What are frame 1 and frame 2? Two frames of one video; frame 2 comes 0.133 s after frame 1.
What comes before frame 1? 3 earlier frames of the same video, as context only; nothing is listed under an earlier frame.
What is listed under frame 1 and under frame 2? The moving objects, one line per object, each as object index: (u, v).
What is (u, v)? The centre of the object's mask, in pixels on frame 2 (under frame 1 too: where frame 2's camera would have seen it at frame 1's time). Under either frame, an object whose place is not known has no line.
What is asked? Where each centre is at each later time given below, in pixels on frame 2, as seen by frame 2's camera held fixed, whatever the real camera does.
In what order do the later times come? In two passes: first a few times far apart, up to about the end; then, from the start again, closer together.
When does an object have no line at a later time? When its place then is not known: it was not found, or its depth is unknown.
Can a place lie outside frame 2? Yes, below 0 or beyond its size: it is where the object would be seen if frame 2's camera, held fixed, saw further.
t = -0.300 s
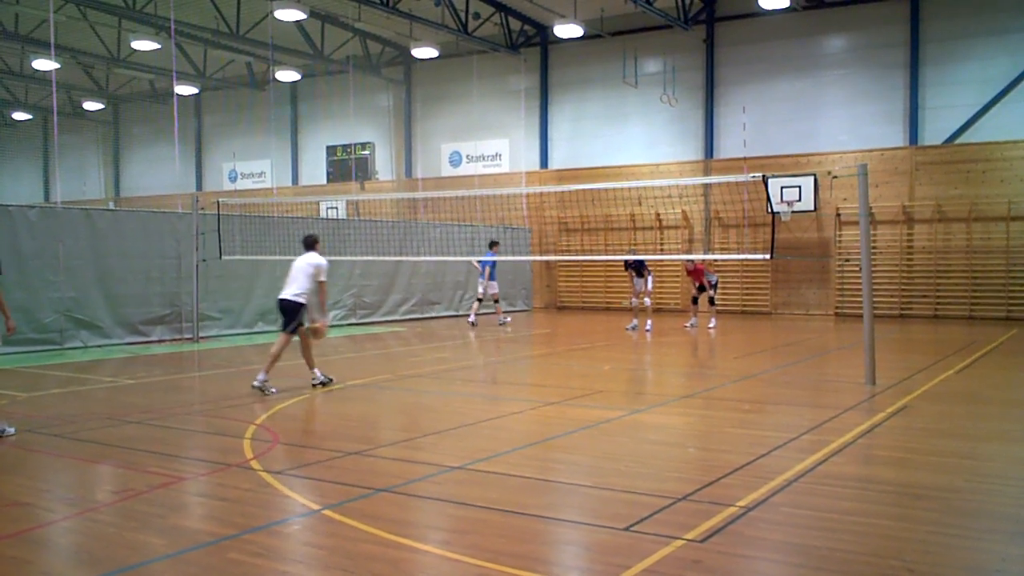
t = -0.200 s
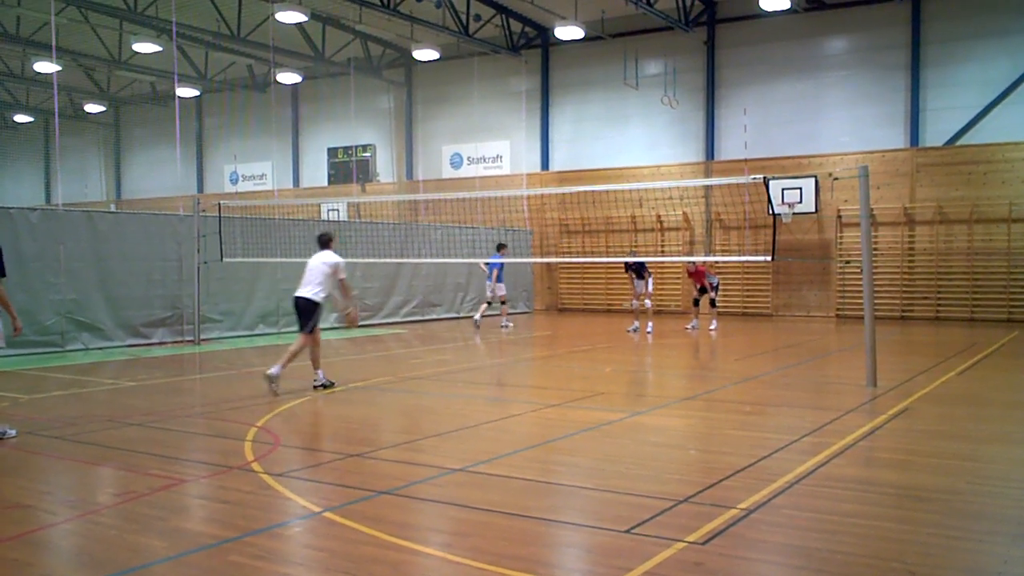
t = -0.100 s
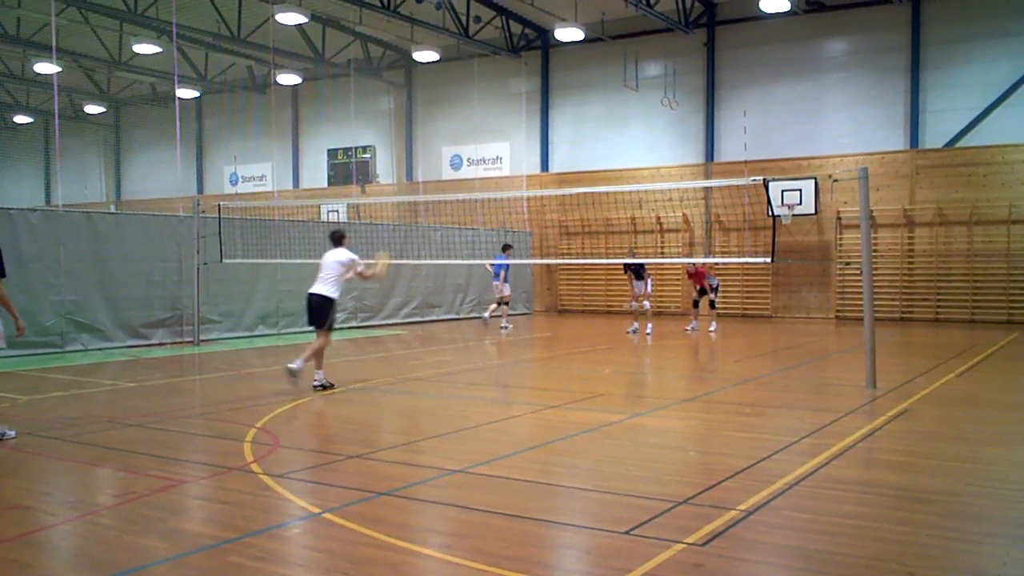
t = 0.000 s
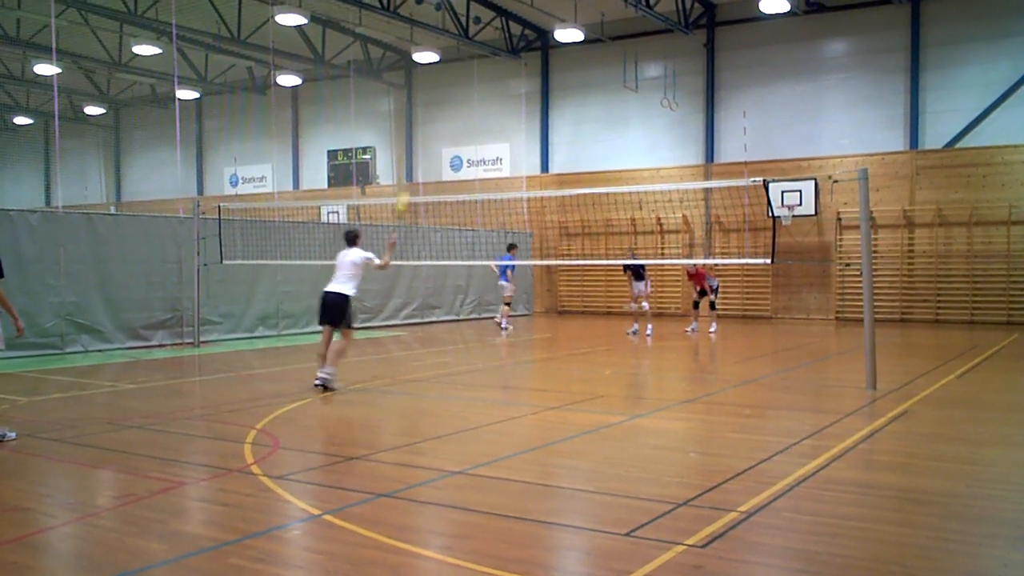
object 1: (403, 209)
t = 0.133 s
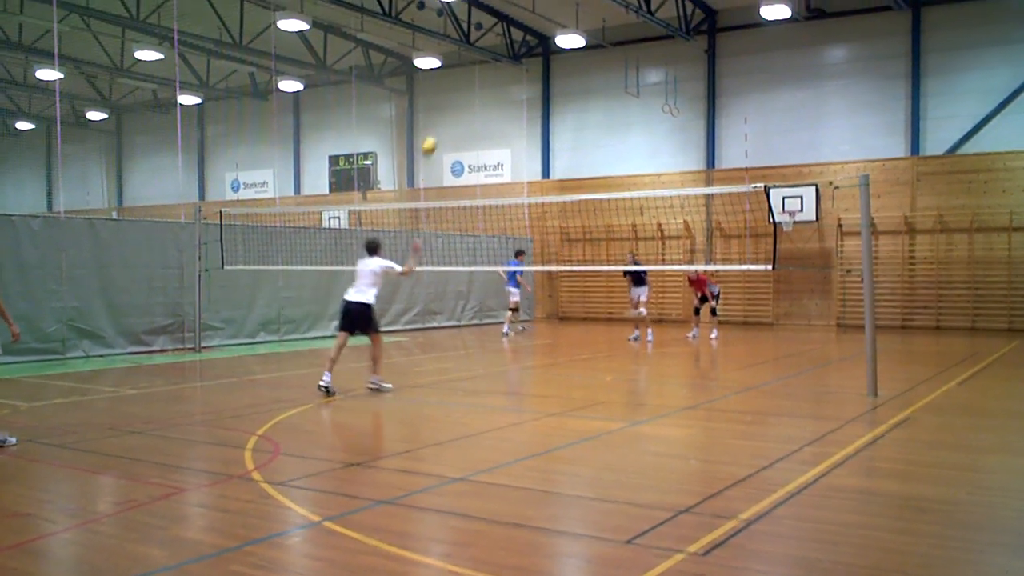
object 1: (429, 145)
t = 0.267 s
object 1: (450, 101)
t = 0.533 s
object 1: (489, 61)
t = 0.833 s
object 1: (524, 76)
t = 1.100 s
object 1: (550, 132)
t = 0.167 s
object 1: (434, 133)
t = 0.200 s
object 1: (439, 122)
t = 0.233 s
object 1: (444, 111)
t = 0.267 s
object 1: (450, 101)
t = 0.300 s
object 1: (455, 93)
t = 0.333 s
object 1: (461, 85)
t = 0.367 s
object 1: (466, 79)
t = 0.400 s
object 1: (470, 74)
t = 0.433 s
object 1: (476, 69)
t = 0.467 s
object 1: (480, 66)
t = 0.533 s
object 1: (489, 61)
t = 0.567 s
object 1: (493, 60)
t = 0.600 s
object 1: (497, 59)
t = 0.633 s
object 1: (501, 60)
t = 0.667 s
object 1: (505, 61)
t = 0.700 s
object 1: (508, 63)
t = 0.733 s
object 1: (512, 65)
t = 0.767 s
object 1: (517, 68)
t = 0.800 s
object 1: (520, 72)
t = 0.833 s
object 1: (524, 76)
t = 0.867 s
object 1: (527, 81)
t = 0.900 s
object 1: (531, 87)
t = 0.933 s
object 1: (534, 93)
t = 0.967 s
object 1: (538, 100)
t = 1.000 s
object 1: (541, 107)
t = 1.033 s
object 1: (544, 114)
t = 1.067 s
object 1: (547, 123)
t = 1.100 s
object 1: (550, 132)
